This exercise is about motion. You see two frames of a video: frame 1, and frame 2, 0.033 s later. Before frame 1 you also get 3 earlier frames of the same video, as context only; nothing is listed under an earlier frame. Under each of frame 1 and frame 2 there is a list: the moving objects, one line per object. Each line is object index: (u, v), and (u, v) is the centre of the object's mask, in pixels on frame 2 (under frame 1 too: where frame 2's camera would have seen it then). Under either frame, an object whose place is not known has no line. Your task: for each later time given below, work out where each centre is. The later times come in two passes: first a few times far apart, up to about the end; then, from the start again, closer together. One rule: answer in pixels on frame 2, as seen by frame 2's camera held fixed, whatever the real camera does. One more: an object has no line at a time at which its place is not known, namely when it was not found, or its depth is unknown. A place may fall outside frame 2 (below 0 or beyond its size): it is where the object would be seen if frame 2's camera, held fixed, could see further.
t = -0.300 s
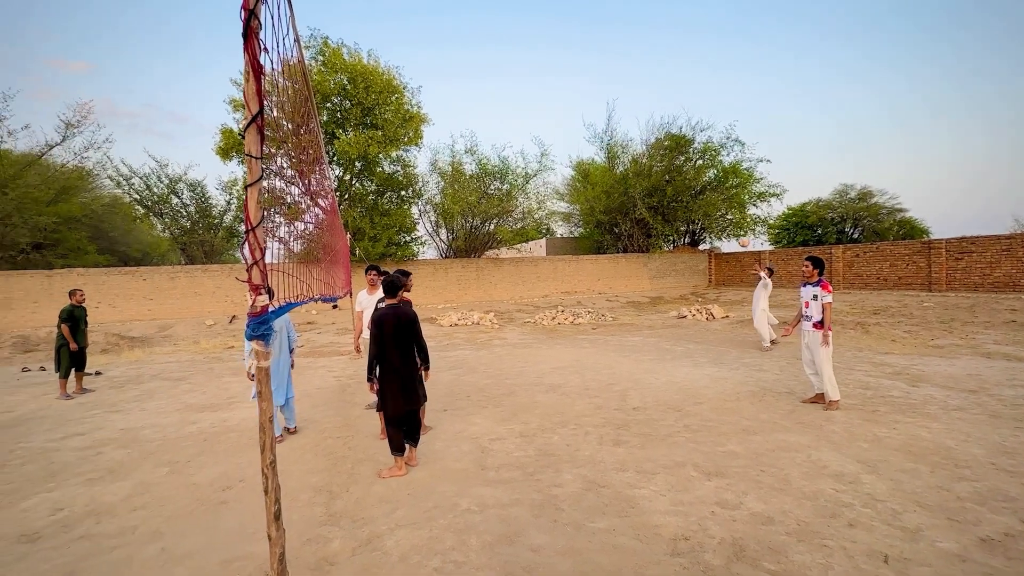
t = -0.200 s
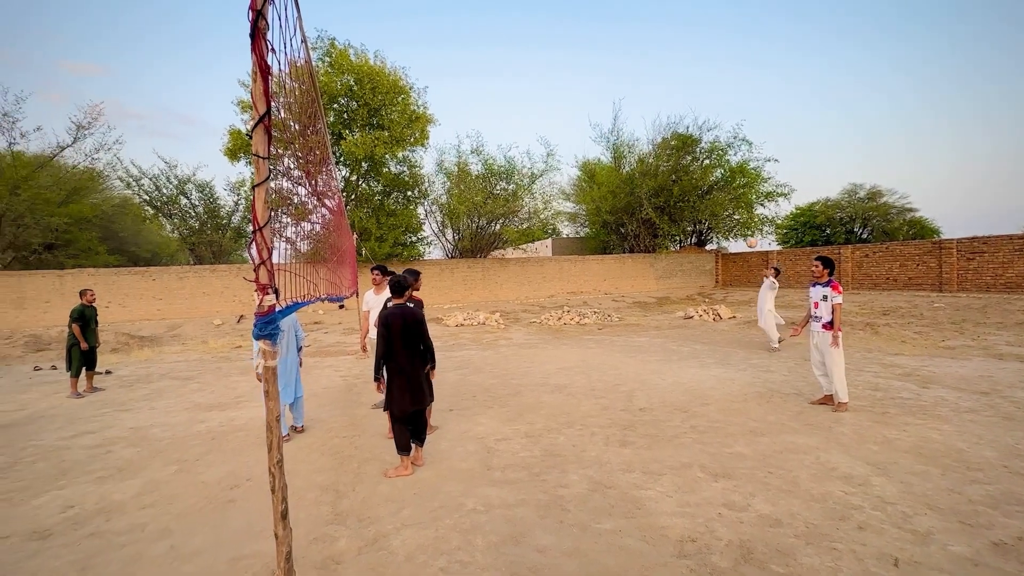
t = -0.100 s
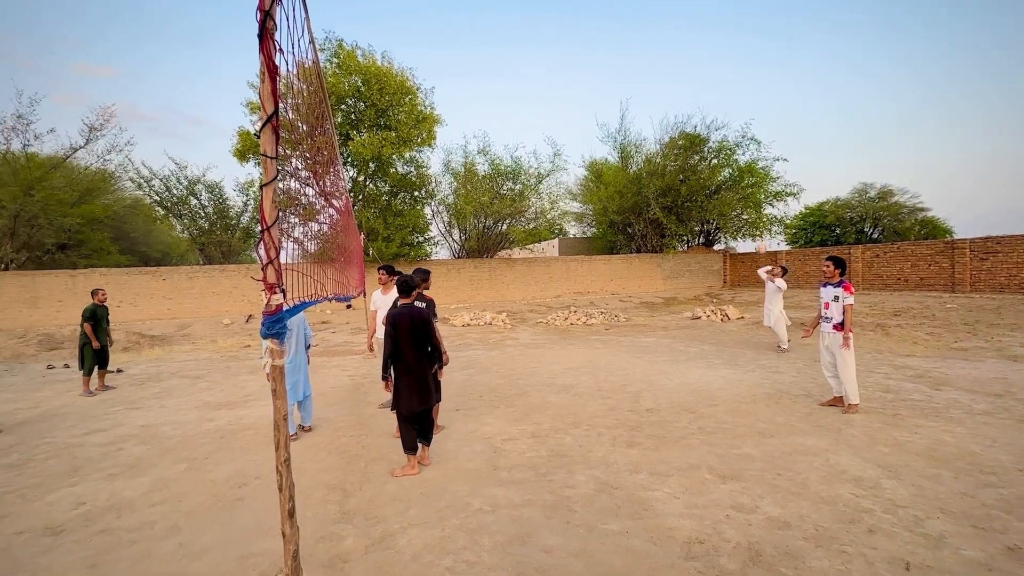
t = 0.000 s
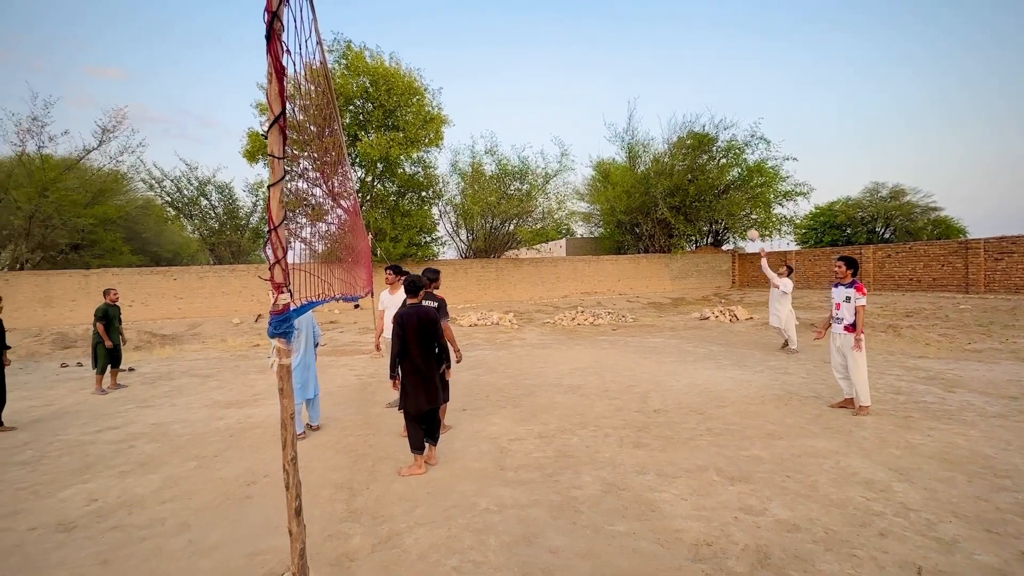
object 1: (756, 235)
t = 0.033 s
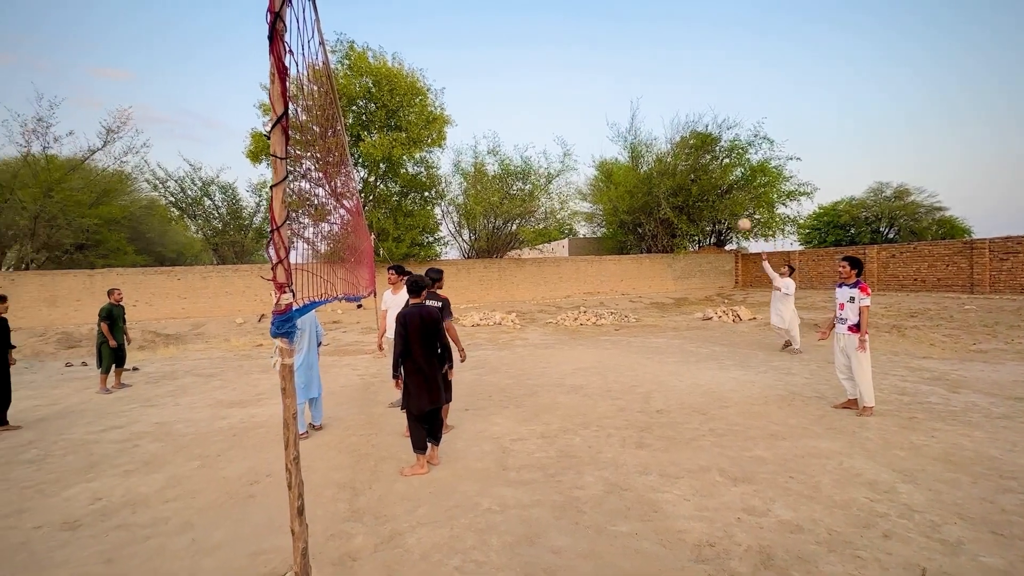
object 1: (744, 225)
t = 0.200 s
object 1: (680, 173)
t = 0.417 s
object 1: (576, 121)
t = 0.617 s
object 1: (452, 94)
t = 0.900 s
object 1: (214, 113)
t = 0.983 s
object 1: (133, 134)
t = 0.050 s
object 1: (738, 220)
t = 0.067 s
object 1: (732, 213)
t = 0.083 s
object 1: (726, 208)
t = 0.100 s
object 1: (720, 203)
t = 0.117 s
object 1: (714, 198)
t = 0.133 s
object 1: (707, 193)
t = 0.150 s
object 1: (700, 188)
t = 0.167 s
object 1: (694, 183)
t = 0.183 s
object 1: (687, 178)
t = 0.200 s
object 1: (680, 173)
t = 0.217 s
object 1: (673, 169)
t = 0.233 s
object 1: (665, 164)
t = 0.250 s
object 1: (659, 160)
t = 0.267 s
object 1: (651, 154)
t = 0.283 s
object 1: (644, 151)
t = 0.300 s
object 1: (636, 147)
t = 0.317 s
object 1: (628, 144)
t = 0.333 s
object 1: (619, 139)
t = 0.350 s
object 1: (611, 135)
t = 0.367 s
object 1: (602, 131)
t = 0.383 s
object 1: (594, 128)
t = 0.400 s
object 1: (585, 124)
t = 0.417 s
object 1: (576, 121)
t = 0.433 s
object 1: (566, 118)
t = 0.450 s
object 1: (557, 115)
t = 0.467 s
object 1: (547, 112)
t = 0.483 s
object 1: (538, 109)
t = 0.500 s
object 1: (528, 107)
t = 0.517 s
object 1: (517, 104)
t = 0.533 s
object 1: (507, 102)
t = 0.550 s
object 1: (496, 100)
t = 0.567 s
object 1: (486, 98)
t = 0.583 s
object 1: (475, 97)
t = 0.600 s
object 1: (463, 95)
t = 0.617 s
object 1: (452, 94)
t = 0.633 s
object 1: (441, 93)
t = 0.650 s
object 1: (428, 92)
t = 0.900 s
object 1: (214, 113)
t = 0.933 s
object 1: (184, 120)
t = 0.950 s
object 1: (166, 125)
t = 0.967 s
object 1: (149, 129)
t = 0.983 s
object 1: (133, 134)
